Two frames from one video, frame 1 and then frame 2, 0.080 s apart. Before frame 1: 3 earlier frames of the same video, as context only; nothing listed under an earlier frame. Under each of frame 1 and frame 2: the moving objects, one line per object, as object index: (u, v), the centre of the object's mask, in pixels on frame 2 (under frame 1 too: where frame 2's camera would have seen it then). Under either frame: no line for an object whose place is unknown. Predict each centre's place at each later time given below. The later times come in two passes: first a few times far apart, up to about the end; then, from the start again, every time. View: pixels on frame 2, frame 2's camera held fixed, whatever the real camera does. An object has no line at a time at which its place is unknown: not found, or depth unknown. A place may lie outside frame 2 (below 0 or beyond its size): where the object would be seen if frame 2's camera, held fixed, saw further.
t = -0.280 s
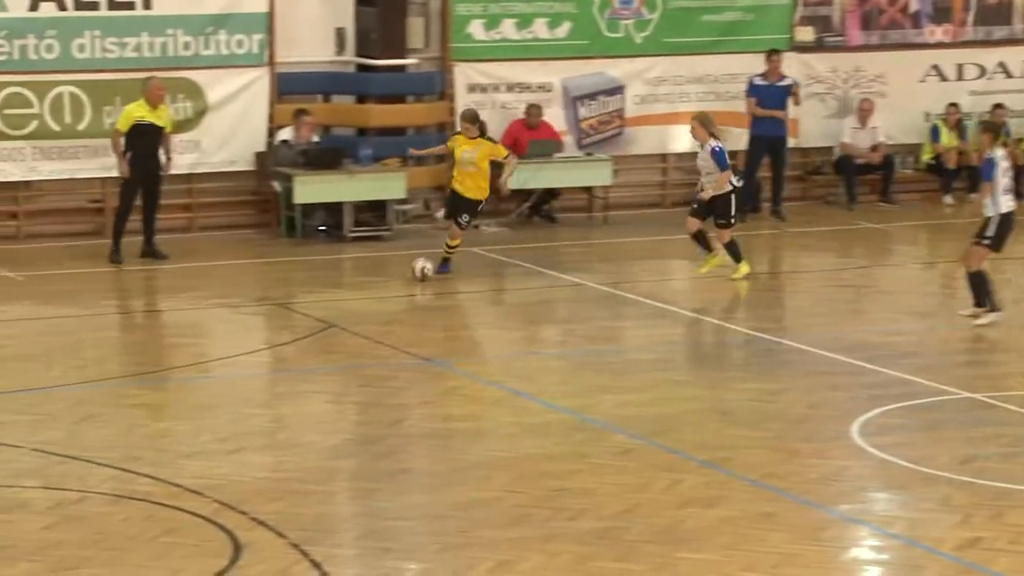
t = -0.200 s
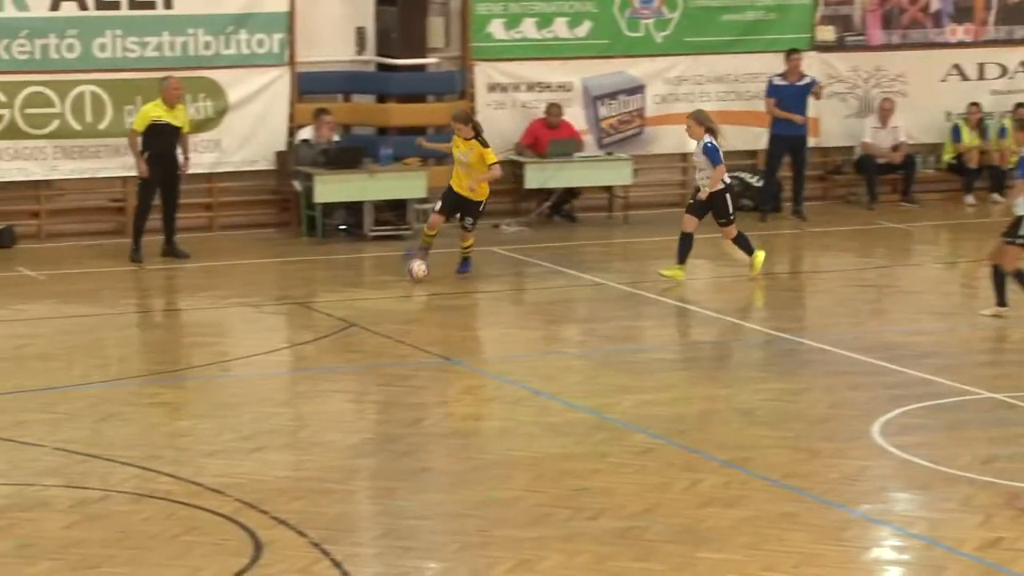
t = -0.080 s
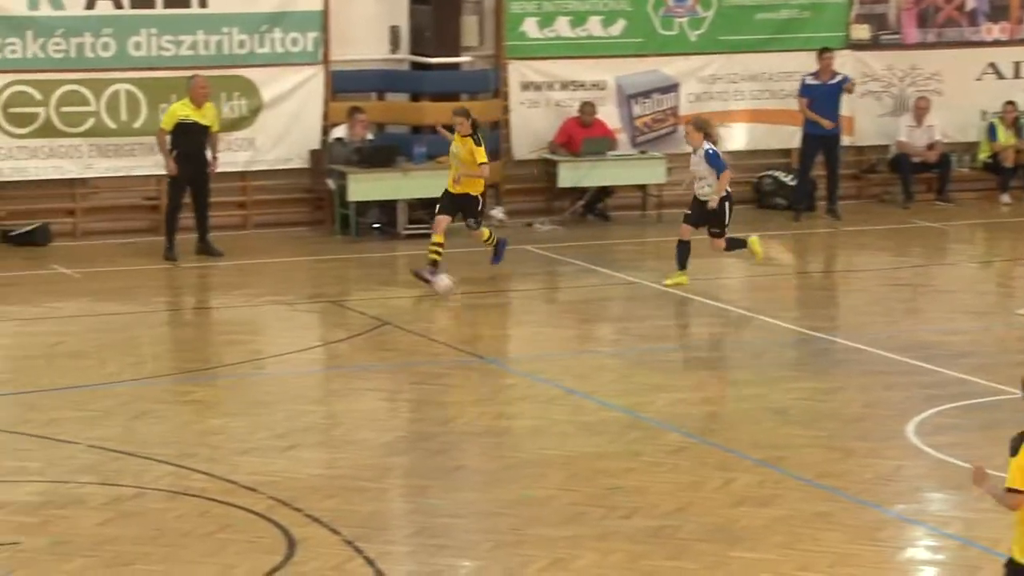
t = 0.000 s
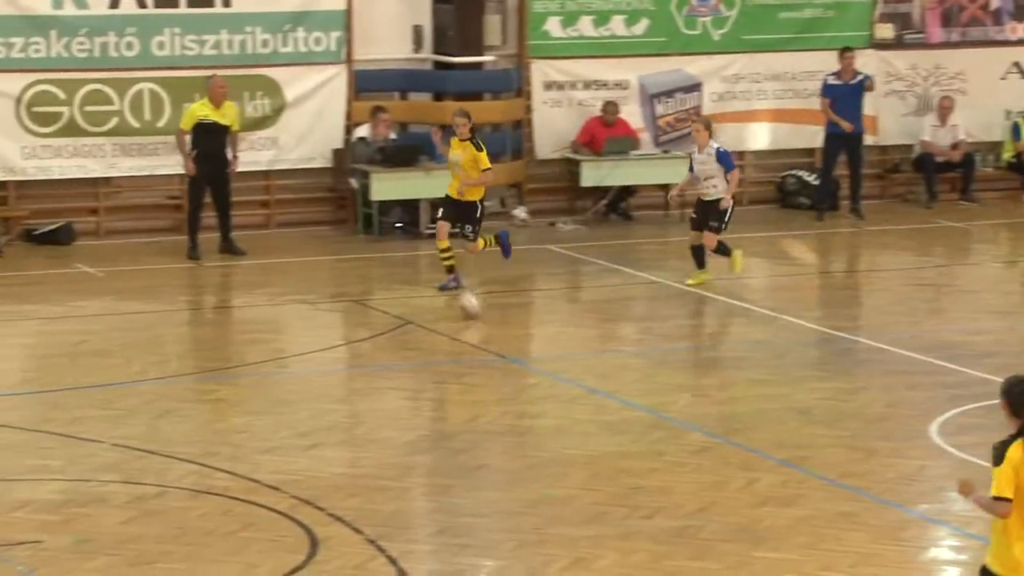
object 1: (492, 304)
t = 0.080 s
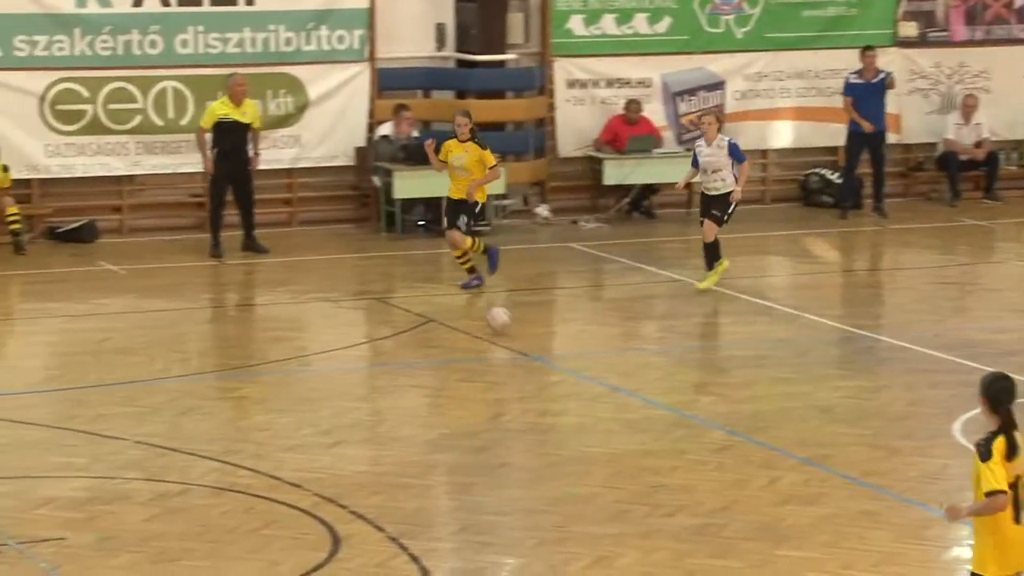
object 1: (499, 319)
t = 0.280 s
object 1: (514, 367)
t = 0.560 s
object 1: (538, 436)
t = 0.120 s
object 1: (502, 331)
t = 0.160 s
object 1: (503, 341)
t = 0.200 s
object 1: (508, 350)
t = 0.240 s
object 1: (510, 359)
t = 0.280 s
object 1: (514, 367)
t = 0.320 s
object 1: (517, 377)
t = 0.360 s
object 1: (520, 386)
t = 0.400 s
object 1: (524, 394)
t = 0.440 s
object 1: (528, 406)
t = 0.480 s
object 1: (531, 416)
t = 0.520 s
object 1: (535, 425)
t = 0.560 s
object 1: (538, 436)
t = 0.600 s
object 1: (540, 446)
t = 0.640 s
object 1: (544, 456)
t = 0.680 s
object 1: (546, 467)
